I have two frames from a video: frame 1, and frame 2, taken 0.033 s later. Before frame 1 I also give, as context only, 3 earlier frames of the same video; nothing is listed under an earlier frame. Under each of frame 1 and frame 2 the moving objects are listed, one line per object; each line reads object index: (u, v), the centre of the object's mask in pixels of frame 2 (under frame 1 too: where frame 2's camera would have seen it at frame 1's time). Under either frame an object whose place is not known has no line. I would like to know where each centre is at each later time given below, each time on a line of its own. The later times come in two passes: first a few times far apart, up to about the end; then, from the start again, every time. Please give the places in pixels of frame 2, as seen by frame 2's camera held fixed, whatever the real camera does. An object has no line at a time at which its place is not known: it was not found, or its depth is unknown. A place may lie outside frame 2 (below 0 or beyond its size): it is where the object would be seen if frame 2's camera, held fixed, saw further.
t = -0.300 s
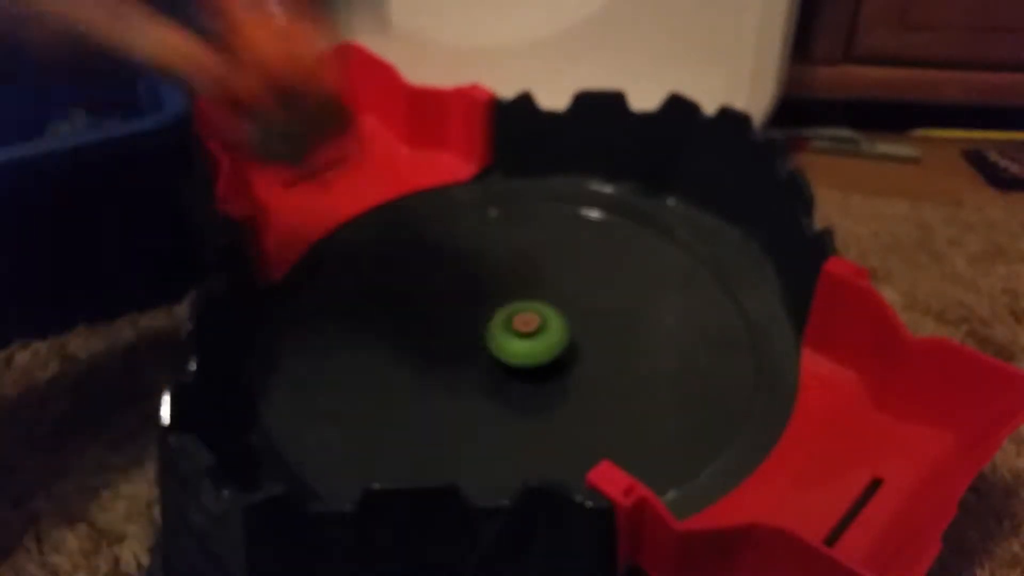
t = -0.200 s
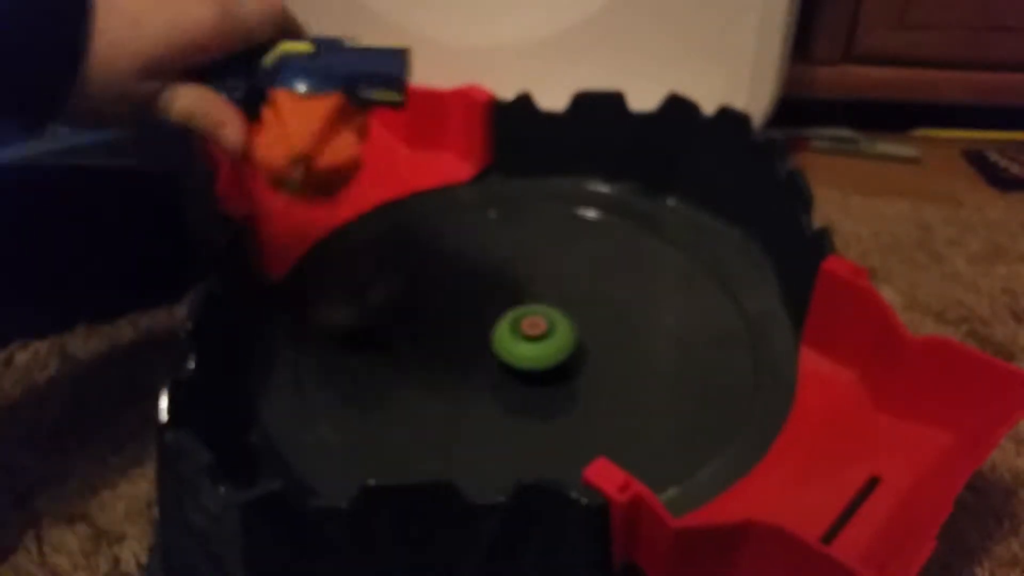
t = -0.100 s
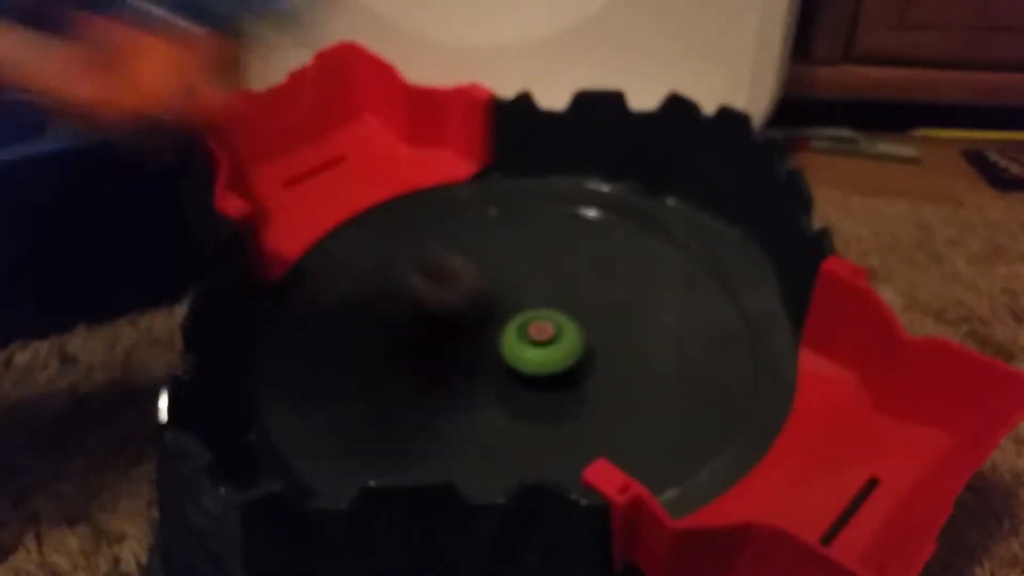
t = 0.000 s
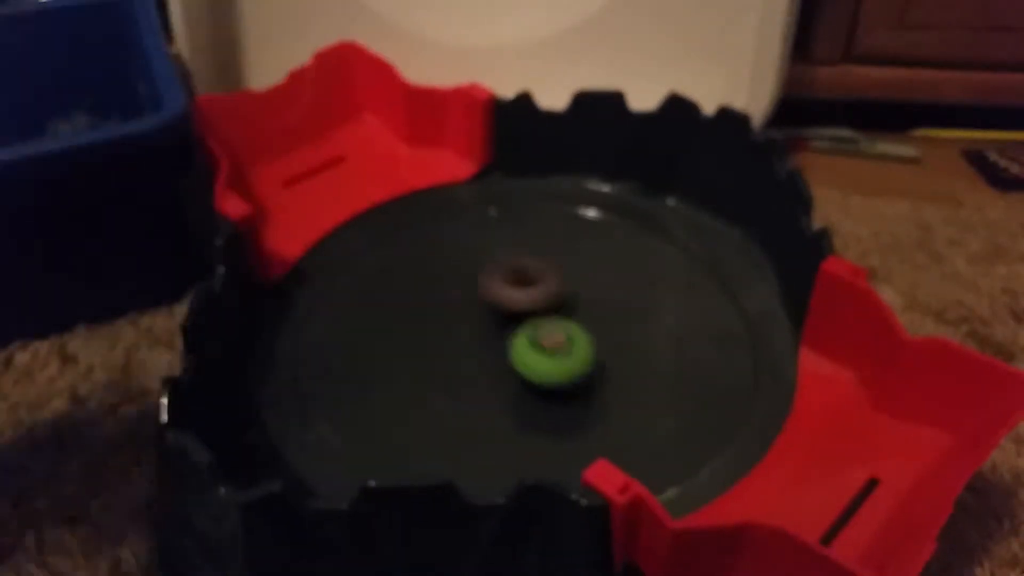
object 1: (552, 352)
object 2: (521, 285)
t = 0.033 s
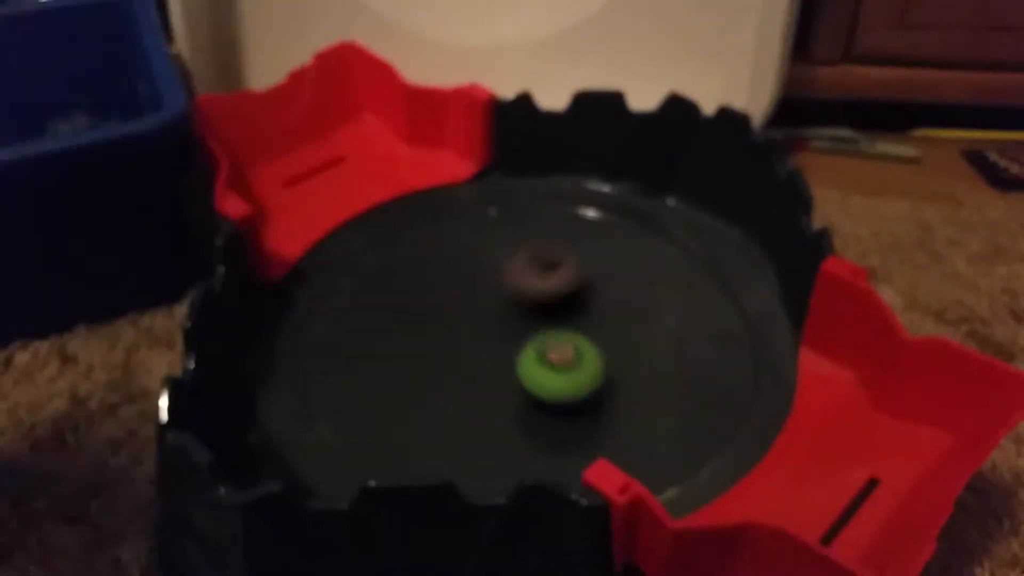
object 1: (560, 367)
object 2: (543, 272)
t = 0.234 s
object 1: (584, 395)
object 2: (612, 233)
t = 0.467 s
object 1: (590, 390)
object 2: (556, 246)
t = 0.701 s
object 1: (575, 381)
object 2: (483, 281)
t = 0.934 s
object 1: (600, 400)
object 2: (453, 304)
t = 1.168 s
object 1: (681, 422)
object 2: (383, 273)
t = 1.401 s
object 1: (645, 367)
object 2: (387, 335)
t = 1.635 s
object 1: (602, 330)
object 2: (471, 360)
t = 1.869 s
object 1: (669, 248)
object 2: (435, 381)
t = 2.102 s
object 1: (611, 219)
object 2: (488, 403)
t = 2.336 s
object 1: (554, 241)
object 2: (539, 370)
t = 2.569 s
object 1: (536, 266)
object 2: (527, 326)
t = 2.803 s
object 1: (536, 256)
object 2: (502, 362)
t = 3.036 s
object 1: (520, 284)
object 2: (528, 359)
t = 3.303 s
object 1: (505, 305)
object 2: (520, 367)
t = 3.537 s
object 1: (487, 318)
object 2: (541, 372)
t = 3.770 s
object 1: (471, 329)
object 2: (547, 362)
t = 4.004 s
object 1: (460, 335)
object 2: (546, 350)
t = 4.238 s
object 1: (450, 338)
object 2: (539, 340)
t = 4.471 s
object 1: (446, 340)
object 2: (537, 334)
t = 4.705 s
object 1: (443, 344)
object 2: (552, 320)
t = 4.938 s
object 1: (468, 348)
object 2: (542, 313)
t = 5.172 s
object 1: (476, 358)
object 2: (550, 309)
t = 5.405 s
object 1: (499, 364)
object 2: (551, 315)
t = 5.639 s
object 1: (515, 368)
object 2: (561, 316)
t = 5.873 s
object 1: (526, 373)
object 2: (560, 317)
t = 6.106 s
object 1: (505, 412)
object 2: (562, 288)
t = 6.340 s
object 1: (506, 415)
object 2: (529, 293)
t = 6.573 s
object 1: (504, 403)
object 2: (515, 319)
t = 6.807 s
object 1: (497, 395)
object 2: (529, 325)
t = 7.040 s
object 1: (490, 396)
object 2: (549, 303)
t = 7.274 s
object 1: (507, 382)
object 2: (536, 283)
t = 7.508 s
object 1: (530, 360)
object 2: (519, 294)
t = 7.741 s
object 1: (555, 362)
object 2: (513, 301)
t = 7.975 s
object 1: (577, 360)
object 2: (514, 317)
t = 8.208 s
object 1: (601, 370)
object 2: (507, 322)
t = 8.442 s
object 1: (600, 373)
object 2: (522, 335)
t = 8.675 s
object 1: (592, 375)
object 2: (528, 330)
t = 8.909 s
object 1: (575, 376)
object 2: (507, 312)
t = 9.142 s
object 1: (554, 362)
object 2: (480, 311)
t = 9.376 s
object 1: (546, 346)
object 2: (464, 319)
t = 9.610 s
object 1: (555, 330)
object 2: (462, 332)
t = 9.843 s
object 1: (567, 317)
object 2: (490, 343)
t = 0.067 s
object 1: (567, 379)
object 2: (563, 264)
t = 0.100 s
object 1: (572, 388)
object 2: (580, 250)
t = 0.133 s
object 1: (576, 394)
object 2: (594, 244)
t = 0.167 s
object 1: (579, 396)
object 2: (604, 239)
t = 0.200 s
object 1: (582, 396)
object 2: (610, 236)
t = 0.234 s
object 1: (584, 395)
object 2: (612, 233)
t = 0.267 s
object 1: (585, 394)
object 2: (611, 233)
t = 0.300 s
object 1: (587, 393)
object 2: (607, 232)
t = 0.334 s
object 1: (588, 393)
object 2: (601, 235)
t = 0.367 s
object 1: (589, 392)
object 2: (591, 237)
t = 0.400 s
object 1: (590, 392)
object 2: (581, 241)
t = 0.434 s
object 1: (590, 391)
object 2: (569, 245)
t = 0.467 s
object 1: (590, 390)
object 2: (556, 246)
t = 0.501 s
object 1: (588, 390)
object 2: (542, 252)
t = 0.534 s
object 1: (587, 388)
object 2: (530, 255)
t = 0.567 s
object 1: (584, 387)
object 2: (517, 259)
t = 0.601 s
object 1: (582, 385)
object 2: (507, 262)
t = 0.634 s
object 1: (580, 384)
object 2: (498, 268)
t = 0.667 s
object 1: (577, 383)
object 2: (490, 274)
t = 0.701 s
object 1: (575, 381)
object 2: (483, 281)
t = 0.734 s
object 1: (571, 379)
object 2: (479, 290)
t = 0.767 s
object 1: (567, 377)
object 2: (477, 298)
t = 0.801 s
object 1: (564, 374)
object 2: (478, 307)
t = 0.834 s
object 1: (560, 372)
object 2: (480, 316)
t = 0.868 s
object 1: (556, 370)
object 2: (484, 325)
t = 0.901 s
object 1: (567, 377)
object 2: (474, 321)
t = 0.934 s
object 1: (600, 400)
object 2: (453, 304)
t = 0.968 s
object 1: (631, 419)
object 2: (437, 290)
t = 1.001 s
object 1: (656, 433)
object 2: (422, 278)
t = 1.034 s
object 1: (677, 443)
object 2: (409, 270)
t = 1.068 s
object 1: (687, 446)
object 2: (401, 266)
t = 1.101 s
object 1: (686, 440)
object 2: (393, 265)
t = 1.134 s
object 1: (684, 432)
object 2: (388, 268)
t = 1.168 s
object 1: (681, 422)
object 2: (383, 273)
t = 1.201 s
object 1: (678, 413)
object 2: (378, 281)
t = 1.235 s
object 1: (674, 404)
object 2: (375, 289)
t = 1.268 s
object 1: (668, 395)
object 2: (373, 297)
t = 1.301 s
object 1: (662, 388)
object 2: (372, 307)
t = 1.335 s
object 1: (656, 380)
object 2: (375, 317)
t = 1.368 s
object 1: (651, 374)
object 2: (380, 327)
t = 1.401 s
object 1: (645, 367)
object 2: (387, 335)
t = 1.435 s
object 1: (639, 361)
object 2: (397, 342)
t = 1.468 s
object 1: (632, 355)
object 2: (407, 348)
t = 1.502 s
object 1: (626, 350)
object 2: (419, 352)
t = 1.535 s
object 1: (620, 345)
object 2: (431, 357)
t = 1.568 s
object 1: (614, 340)
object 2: (443, 358)
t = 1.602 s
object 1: (608, 335)
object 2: (458, 360)
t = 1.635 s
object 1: (602, 330)
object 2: (471, 360)
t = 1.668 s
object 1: (596, 326)
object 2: (486, 358)
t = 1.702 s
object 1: (591, 321)
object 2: (500, 356)
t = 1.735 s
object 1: (588, 317)
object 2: (511, 353)
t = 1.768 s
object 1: (612, 299)
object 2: (490, 361)
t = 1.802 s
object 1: (637, 281)
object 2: (464, 370)
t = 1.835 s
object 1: (655, 263)
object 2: (445, 377)
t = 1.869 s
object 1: (669, 248)
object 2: (435, 381)
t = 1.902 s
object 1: (676, 232)
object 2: (431, 386)
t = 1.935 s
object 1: (672, 222)
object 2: (434, 390)
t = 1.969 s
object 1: (662, 222)
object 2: (440, 395)
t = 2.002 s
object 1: (650, 221)
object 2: (451, 399)
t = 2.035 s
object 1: (636, 219)
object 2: (464, 402)
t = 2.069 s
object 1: (623, 219)
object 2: (476, 404)
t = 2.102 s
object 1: (611, 219)
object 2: (488, 403)
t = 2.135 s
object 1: (599, 220)
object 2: (499, 400)
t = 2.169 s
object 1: (589, 221)
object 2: (509, 397)
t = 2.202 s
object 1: (580, 225)
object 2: (518, 393)
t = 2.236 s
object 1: (572, 228)
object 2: (526, 388)
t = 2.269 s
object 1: (564, 232)
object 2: (531, 383)
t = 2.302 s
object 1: (559, 237)
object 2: (536, 377)
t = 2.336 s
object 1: (554, 241)
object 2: (539, 370)
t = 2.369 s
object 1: (549, 246)
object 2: (541, 364)
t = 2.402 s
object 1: (546, 249)
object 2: (542, 357)
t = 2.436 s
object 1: (543, 252)
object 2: (541, 350)
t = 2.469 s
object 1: (541, 256)
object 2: (539, 343)
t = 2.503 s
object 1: (539, 259)
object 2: (536, 337)
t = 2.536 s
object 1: (538, 263)
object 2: (532, 331)
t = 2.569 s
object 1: (536, 266)
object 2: (527, 326)
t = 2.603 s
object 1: (538, 262)
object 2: (517, 333)
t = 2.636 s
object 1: (540, 253)
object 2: (506, 341)
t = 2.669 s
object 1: (542, 250)
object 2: (500, 347)
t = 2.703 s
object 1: (542, 249)
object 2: (496, 353)
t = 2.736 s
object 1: (540, 251)
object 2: (496, 356)
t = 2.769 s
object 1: (538, 254)
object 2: (499, 359)
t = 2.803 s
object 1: (536, 256)
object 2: (502, 362)
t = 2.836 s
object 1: (533, 259)
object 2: (507, 363)
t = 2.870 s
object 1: (531, 263)
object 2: (511, 365)
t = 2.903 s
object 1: (528, 267)
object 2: (516, 366)
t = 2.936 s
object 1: (526, 271)
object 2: (521, 365)
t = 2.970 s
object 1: (524, 275)
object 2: (525, 364)
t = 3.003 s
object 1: (522, 280)
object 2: (527, 362)
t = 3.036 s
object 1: (520, 284)
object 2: (528, 359)
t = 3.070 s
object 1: (518, 289)
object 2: (528, 356)
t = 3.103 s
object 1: (516, 293)
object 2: (526, 354)
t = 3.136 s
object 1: (515, 295)
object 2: (524, 355)
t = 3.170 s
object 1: (513, 296)
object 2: (522, 356)
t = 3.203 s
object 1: (511, 298)
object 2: (520, 360)
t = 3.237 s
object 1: (509, 300)
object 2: (519, 364)
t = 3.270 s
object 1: (507, 302)
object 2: (519, 366)
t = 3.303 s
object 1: (505, 305)
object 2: (520, 367)
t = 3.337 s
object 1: (502, 308)
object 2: (522, 369)
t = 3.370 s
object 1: (499, 308)
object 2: (525, 373)
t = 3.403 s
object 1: (496, 309)
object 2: (528, 376)
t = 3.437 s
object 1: (494, 311)
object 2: (532, 375)
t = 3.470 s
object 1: (491, 313)
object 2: (536, 375)
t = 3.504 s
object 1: (489, 316)
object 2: (540, 373)
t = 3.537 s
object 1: (487, 318)
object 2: (541, 372)
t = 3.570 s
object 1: (485, 321)
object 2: (542, 370)
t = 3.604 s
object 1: (483, 323)
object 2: (543, 368)
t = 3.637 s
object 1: (480, 324)
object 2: (544, 367)
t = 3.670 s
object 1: (478, 325)
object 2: (545, 366)
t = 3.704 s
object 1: (476, 327)
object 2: (546, 364)
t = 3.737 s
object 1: (473, 327)
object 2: (547, 363)
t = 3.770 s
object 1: (471, 329)
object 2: (547, 362)
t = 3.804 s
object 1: (469, 330)
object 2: (547, 360)
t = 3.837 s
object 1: (468, 331)
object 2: (548, 358)
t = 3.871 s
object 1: (466, 332)
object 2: (548, 357)
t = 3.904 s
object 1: (464, 333)
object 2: (548, 355)
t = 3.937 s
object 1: (463, 334)
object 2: (547, 353)
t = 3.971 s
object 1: (461, 334)
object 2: (547, 351)
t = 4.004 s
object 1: (460, 335)
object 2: (546, 350)
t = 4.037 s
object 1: (458, 335)
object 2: (546, 348)
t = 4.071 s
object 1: (456, 336)
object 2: (545, 347)
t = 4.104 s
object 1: (455, 337)
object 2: (544, 345)
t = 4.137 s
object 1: (454, 337)
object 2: (542, 344)
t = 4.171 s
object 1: (452, 337)
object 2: (541, 343)
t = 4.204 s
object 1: (451, 338)
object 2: (540, 342)
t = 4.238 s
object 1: (450, 338)
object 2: (539, 340)
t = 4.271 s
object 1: (448, 339)
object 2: (538, 340)
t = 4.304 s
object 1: (446, 339)
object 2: (539, 339)
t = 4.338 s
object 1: (445, 339)
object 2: (540, 337)
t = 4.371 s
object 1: (444, 339)
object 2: (540, 336)
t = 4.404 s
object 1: (444, 339)
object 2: (540, 336)
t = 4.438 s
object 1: (445, 340)
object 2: (538, 334)
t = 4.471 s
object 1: (446, 340)
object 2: (537, 334)
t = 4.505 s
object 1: (448, 341)
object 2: (536, 332)
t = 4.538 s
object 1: (446, 341)
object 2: (537, 331)
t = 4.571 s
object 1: (440, 342)
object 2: (546, 329)
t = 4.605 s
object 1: (439, 342)
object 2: (550, 327)
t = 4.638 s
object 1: (440, 343)
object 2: (552, 325)
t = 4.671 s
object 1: (441, 344)
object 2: (552, 323)
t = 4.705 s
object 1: (443, 344)
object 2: (552, 320)
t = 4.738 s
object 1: (445, 345)
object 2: (551, 319)
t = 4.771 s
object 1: (448, 346)
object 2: (549, 317)
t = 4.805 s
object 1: (451, 347)
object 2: (548, 315)
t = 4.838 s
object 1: (455, 347)
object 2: (547, 314)
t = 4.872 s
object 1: (458, 348)
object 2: (546, 314)
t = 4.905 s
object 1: (463, 348)
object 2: (544, 313)
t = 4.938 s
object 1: (468, 348)
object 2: (542, 313)
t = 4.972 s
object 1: (470, 350)
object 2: (542, 313)
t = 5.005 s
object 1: (466, 353)
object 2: (547, 310)
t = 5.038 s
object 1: (466, 354)
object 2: (550, 309)
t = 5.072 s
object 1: (468, 355)
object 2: (551, 309)
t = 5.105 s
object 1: (470, 356)
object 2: (551, 308)
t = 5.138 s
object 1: (473, 358)
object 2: (551, 308)
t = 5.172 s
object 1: (476, 358)
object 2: (550, 309)
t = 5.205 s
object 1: (480, 359)
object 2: (549, 310)
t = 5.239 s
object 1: (483, 360)
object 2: (548, 311)
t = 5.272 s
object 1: (487, 361)
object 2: (548, 312)
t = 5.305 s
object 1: (490, 362)
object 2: (548, 313)
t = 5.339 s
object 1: (494, 362)
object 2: (549, 313)
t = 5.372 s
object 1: (497, 363)
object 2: (549, 315)
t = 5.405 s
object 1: (499, 364)
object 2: (551, 315)
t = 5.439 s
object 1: (502, 365)
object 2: (553, 315)
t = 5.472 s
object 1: (504, 366)
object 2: (555, 316)
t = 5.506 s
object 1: (505, 367)
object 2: (557, 316)
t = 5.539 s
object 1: (507, 368)
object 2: (559, 316)
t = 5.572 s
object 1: (510, 368)
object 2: (560, 316)
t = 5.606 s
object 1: (512, 368)
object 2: (560, 317)
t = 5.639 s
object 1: (515, 368)
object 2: (561, 316)
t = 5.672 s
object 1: (517, 369)
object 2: (561, 316)
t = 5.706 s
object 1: (517, 370)
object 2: (562, 316)
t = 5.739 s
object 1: (519, 371)
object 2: (562, 316)
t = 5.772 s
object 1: (520, 371)
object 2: (562, 316)
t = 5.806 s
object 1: (522, 372)
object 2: (561, 316)
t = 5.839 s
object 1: (524, 373)
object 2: (561, 316)
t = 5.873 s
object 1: (526, 373)
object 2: (560, 317)
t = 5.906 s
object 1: (527, 374)
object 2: (559, 317)
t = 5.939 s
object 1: (527, 376)
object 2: (558, 317)
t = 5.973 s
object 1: (520, 387)
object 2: (562, 310)
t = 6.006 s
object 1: (512, 399)
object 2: (566, 301)
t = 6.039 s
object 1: (507, 406)
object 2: (568, 295)
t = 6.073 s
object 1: (505, 410)
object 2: (566, 291)
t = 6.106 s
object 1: (505, 412)
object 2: (562, 288)
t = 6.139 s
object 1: (506, 413)
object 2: (557, 287)
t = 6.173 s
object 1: (506, 415)
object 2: (552, 286)
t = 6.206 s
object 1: (507, 415)
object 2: (547, 286)
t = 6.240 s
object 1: (507, 415)
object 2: (541, 287)
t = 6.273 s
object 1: (507, 416)
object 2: (537, 289)
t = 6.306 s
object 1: (507, 416)
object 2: (533, 290)
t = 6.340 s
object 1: (506, 415)
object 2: (529, 293)
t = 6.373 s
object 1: (506, 414)
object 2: (525, 296)
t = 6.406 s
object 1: (506, 413)
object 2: (522, 299)
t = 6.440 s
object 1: (505, 412)
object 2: (519, 303)
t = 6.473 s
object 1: (505, 410)
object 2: (517, 307)
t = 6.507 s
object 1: (504, 408)
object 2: (516, 311)
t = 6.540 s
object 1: (504, 405)
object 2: (515, 315)
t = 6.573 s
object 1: (504, 403)
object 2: (515, 319)
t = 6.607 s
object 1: (504, 399)
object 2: (515, 323)
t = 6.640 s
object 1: (504, 396)
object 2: (516, 327)
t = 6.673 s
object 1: (504, 394)
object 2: (518, 331)
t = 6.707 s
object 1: (502, 397)
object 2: (521, 329)
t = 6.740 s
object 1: (499, 399)
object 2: (525, 326)
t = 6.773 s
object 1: (497, 398)
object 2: (528, 325)
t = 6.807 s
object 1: (497, 395)
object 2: (529, 325)
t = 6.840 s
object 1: (498, 392)
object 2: (530, 326)
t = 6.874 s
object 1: (500, 389)
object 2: (531, 326)
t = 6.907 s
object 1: (501, 386)
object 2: (532, 326)
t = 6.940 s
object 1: (503, 384)
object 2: (533, 326)
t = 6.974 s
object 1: (497, 391)
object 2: (541, 317)
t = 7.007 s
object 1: (492, 395)
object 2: (546, 308)
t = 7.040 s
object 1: (490, 396)
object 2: (549, 303)
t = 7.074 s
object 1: (491, 394)
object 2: (549, 298)
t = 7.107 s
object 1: (493, 393)
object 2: (548, 294)
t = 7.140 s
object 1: (496, 391)
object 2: (547, 290)
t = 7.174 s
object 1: (498, 389)
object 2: (544, 288)
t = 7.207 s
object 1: (501, 387)
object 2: (542, 286)
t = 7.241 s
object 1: (504, 384)
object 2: (539, 284)
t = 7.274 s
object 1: (507, 382)
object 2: (536, 283)
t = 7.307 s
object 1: (510, 379)
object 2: (534, 283)
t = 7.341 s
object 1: (513, 376)
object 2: (531, 284)
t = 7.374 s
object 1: (516, 373)
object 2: (529, 284)
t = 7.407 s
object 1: (520, 370)
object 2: (525, 286)
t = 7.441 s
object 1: (523, 367)
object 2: (523, 288)
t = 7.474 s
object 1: (526, 363)
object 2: (521, 291)
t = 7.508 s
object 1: (530, 360)
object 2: (519, 294)
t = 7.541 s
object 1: (533, 358)
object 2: (518, 297)
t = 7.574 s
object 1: (537, 358)
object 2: (517, 298)
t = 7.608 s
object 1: (540, 358)
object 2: (516, 299)
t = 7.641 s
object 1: (543, 359)
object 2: (516, 299)
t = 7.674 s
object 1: (547, 360)
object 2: (515, 301)
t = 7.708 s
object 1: (551, 362)
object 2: (514, 301)
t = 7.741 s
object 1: (555, 362)
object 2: (513, 301)
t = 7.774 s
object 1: (558, 362)
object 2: (512, 302)
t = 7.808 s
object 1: (562, 361)
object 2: (512, 304)
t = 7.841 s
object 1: (565, 361)
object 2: (512, 306)
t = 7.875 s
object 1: (568, 360)
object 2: (511, 309)
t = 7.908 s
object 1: (571, 360)
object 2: (513, 311)
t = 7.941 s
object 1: (573, 360)
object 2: (514, 314)
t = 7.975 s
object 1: (577, 360)
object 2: (514, 317)
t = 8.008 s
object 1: (579, 361)
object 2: (514, 319)
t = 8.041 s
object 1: (585, 364)
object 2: (513, 318)
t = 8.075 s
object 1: (592, 367)
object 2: (509, 317)
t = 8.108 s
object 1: (595, 369)
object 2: (508, 317)
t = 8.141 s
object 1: (598, 369)
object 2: (507, 318)
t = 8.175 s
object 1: (600, 370)
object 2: (507, 320)
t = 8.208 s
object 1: (601, 370)
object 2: (507, 322)
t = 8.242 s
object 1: (601, 371)
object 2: (507, 324)
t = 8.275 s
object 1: (602, 371)
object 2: (508, 326)
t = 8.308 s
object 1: (602, 371)
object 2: (510, 328)
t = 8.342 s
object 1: (602, 372)
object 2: (512, 330)
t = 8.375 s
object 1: (602, 372)
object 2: (515, 332)
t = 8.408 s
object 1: (601, 372)
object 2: (519, 334)
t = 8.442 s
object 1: (600, 373)
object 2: (522, 335)
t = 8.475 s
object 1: (599, 373)
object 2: (525, 336)
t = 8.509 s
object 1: (601, 375)
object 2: (525, 335)
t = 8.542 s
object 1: (601, 377)
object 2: (525, 333)
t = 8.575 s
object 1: (599, 377)
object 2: (526, 332)
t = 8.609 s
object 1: (597, 377)
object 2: (528, 332)
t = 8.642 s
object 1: (595, 376)
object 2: (528, 331)
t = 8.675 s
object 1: (592, 375)
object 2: (528, 330)
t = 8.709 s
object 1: (589, 374)
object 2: (527, 329)
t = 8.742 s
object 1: (585, 373)
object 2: (526, 327)
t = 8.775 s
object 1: (582, 372)
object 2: (524, 326)
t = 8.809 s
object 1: (578, 371)
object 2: (522, 324)
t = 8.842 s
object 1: (577, 372)
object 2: (520, 322)
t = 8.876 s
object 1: (577, 375)
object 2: (512, 316)
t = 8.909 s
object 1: (575, 376)
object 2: (507, 312)
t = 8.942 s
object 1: (573, 375)
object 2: (502, 311)
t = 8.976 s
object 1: (569, 373)
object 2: (498, 309)
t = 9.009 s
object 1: (566, 371)
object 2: (493, 309)
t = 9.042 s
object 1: (563, 369)
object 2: (489, 309)
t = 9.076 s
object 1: (560, 367)
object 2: (486, 309)
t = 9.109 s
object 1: (557, 364)
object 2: (483, 310)
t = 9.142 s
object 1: (554, 362)
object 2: (480, 311)
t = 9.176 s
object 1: (551, 359)
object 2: (478, 312)
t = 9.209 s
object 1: (548, 356)
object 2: (476, 314)
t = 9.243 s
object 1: (546, 353)
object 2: (474, 315)
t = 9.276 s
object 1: (546, 352)
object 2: (471, 316)
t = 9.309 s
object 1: (545, 350)
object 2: (469, 317)
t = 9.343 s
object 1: (545, 348)
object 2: (467, 318)
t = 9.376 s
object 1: (546, 346)
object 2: (464, 319)
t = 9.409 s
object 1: (547, 344)
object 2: (462, 320)
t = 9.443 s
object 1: (547, 342)
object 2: (461, 322)
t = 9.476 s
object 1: (547, 339)
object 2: (461, 324)
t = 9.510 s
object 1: (548, 337)
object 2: (461, 326)
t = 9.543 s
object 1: (550, 334)
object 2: (461, 328)
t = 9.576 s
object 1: (553, 332)
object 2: (461, 330)
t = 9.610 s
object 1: (555, 330)
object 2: (462, 332)
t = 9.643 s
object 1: (556, 328)
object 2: (464, 335)
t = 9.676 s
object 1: (557, 326)
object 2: (468, 337)
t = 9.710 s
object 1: (558, 324)
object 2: (472, 339)
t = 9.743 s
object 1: (560, 322)
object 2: (477, 340)
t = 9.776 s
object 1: (563, 320)
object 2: (480, 342)
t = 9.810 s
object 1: (565, 318)
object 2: (485, 343)
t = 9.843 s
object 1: (567, 317)
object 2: (490, 343)
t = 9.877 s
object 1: (569, 316)
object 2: (494, 344)
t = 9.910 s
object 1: (573, 314)
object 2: (498, 345)
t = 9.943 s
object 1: (575, 312)
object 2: (502, 345)
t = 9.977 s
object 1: (577, 312)
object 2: (506, 345)
